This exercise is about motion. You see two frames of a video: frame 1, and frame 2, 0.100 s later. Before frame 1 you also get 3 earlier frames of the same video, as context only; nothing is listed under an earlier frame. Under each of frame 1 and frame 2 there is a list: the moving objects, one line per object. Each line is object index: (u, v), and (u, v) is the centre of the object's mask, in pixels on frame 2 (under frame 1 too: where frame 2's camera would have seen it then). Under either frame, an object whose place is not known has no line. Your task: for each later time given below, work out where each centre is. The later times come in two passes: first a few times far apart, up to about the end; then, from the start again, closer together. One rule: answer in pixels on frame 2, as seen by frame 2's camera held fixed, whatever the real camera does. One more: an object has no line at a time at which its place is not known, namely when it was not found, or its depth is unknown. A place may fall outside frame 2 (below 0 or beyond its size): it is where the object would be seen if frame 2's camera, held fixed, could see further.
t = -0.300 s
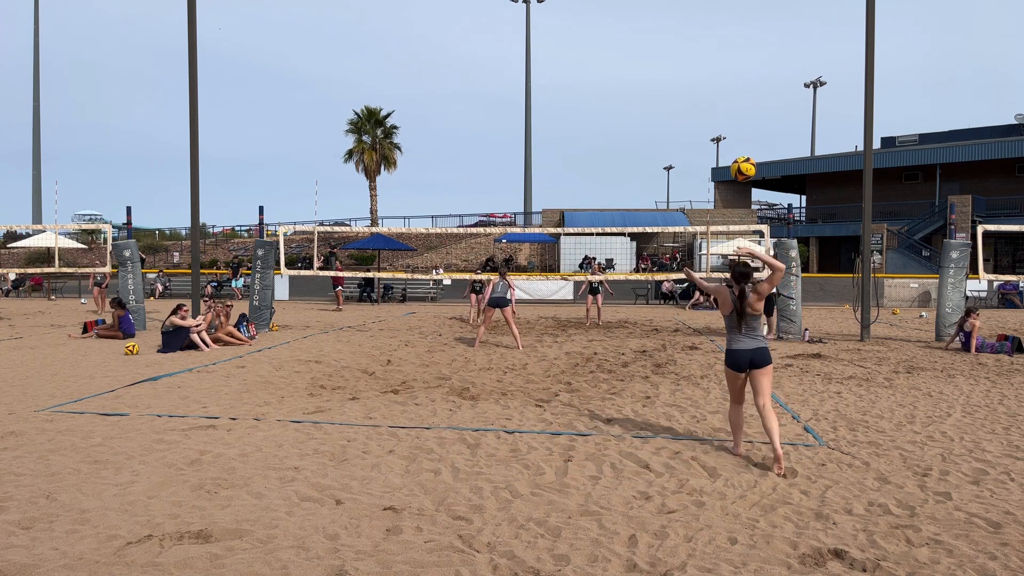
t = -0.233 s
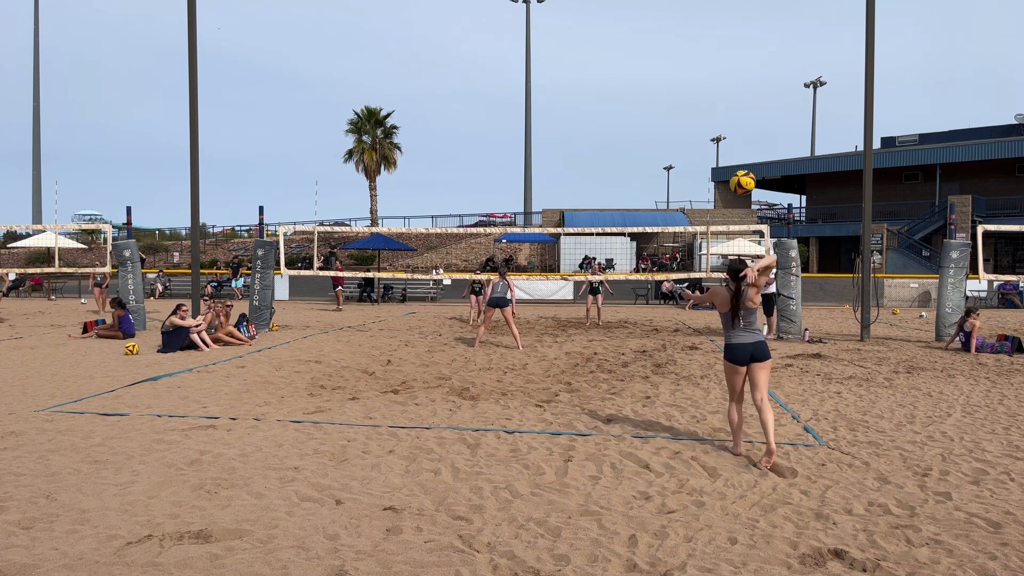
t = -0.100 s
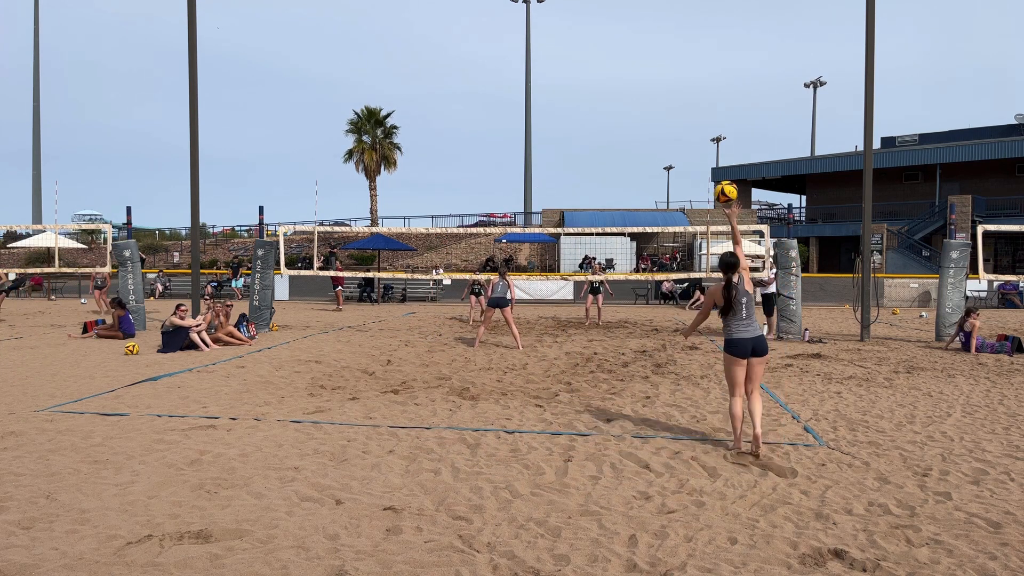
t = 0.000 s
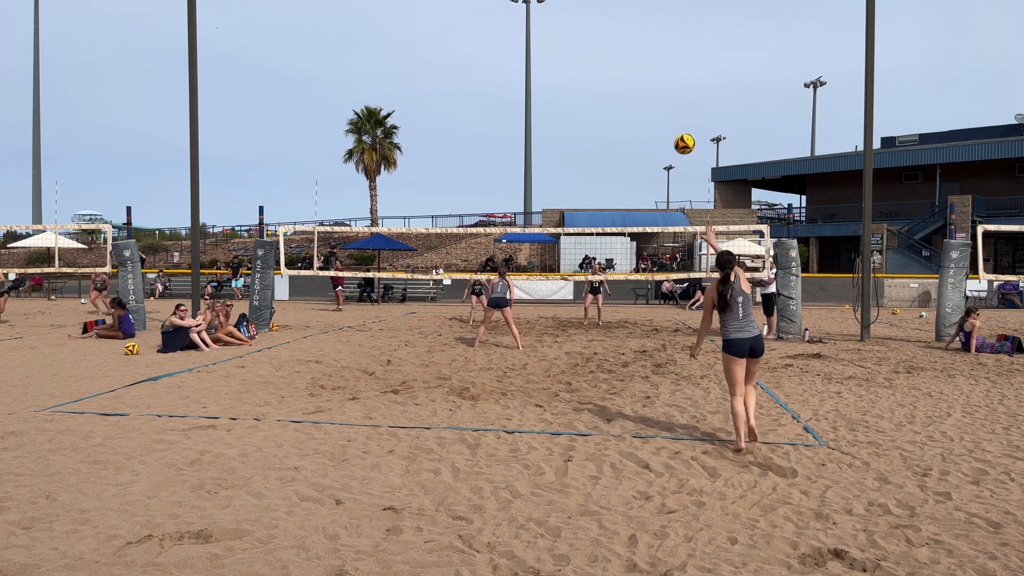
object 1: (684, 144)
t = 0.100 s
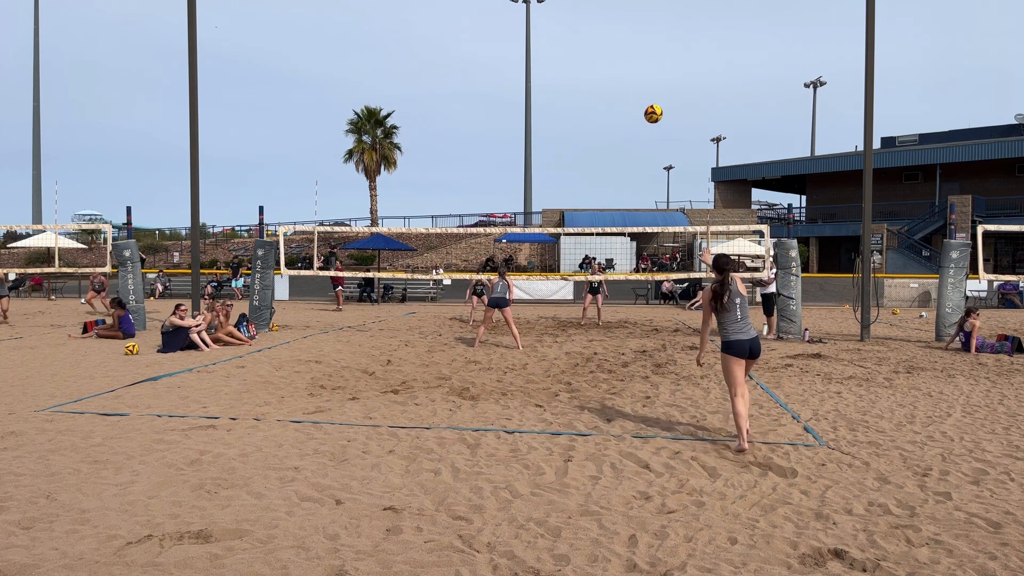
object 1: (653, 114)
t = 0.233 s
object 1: (623, 96)
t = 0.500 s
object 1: (579, 107)
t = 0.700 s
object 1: (555, 136)
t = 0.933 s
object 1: (533, 182)
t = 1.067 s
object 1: (523, 213)
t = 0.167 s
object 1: (637, 102)
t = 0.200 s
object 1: (629, 99)
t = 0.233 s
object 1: (623, 96)
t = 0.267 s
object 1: (616, 95)
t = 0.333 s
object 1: (605, 95)
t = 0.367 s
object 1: (599, 96)
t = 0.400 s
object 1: (594, 98)
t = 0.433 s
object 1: (589, 101)
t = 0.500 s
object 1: (579, 107)
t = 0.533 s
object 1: (575, 111)
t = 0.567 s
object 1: (570, 115)
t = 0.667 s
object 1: (558, 130)
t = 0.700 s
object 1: (555, 136)
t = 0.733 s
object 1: (551, 141)
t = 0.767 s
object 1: (548, 147)
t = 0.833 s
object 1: (541, 160)
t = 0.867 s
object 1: (539, 167)
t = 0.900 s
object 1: (536, 174)
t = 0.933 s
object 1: (533, 182)
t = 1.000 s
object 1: (528, 197)
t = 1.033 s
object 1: (525, 205)
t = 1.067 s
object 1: (523, 213)
